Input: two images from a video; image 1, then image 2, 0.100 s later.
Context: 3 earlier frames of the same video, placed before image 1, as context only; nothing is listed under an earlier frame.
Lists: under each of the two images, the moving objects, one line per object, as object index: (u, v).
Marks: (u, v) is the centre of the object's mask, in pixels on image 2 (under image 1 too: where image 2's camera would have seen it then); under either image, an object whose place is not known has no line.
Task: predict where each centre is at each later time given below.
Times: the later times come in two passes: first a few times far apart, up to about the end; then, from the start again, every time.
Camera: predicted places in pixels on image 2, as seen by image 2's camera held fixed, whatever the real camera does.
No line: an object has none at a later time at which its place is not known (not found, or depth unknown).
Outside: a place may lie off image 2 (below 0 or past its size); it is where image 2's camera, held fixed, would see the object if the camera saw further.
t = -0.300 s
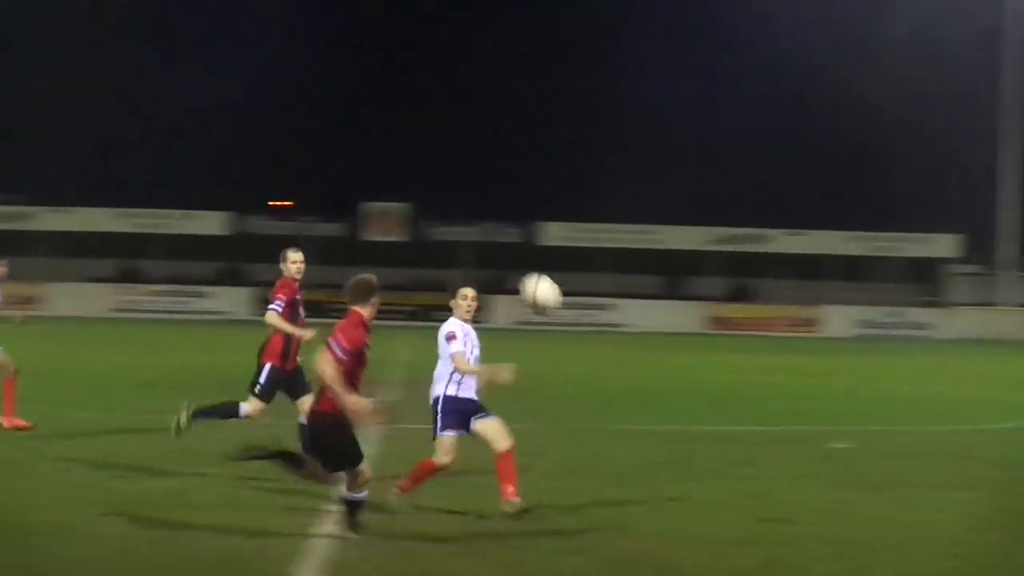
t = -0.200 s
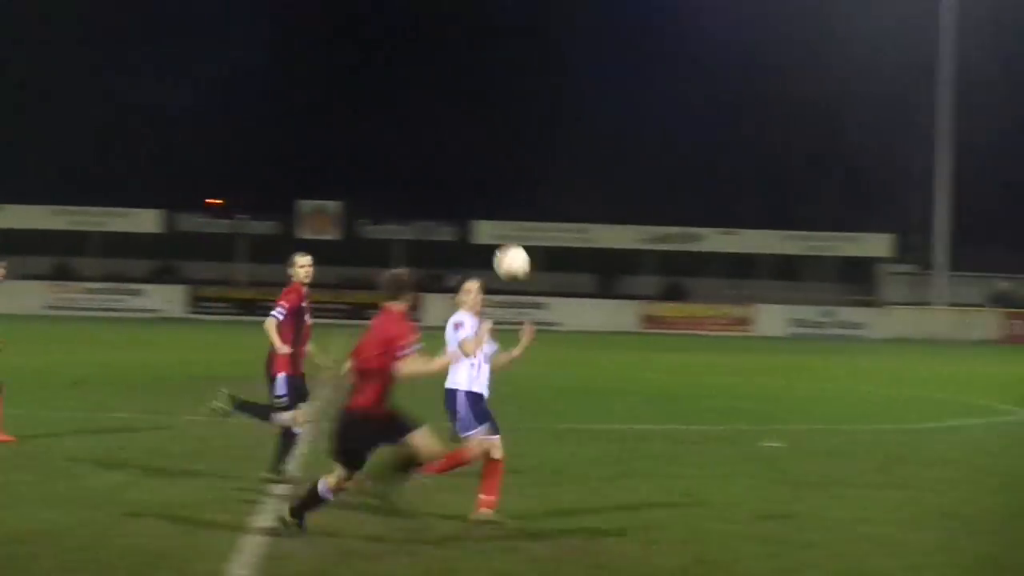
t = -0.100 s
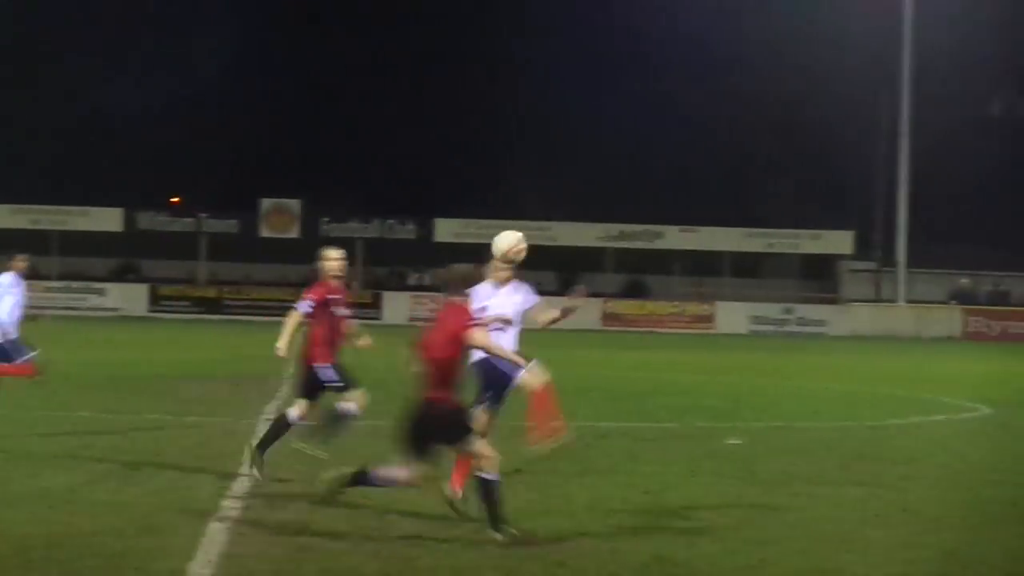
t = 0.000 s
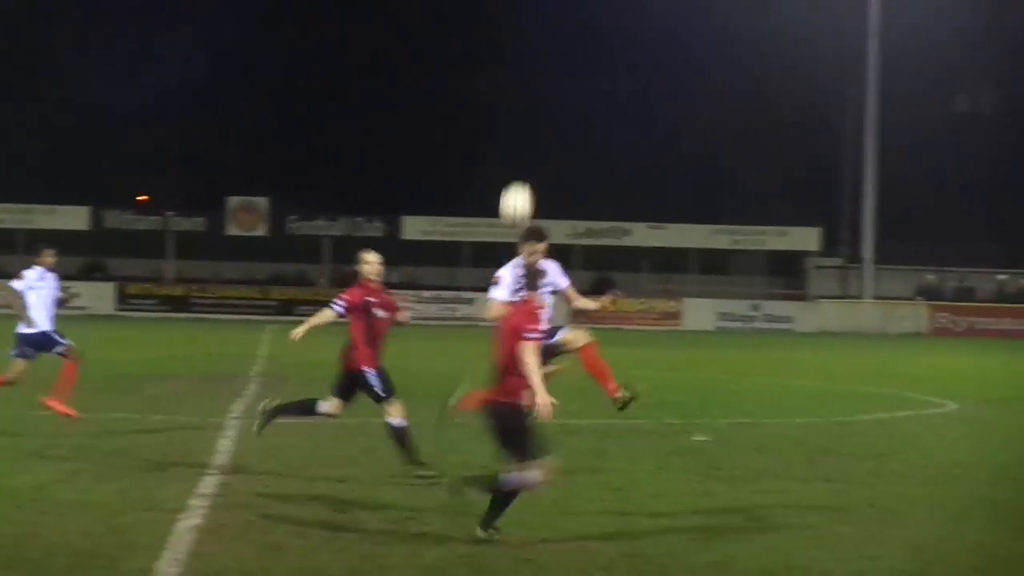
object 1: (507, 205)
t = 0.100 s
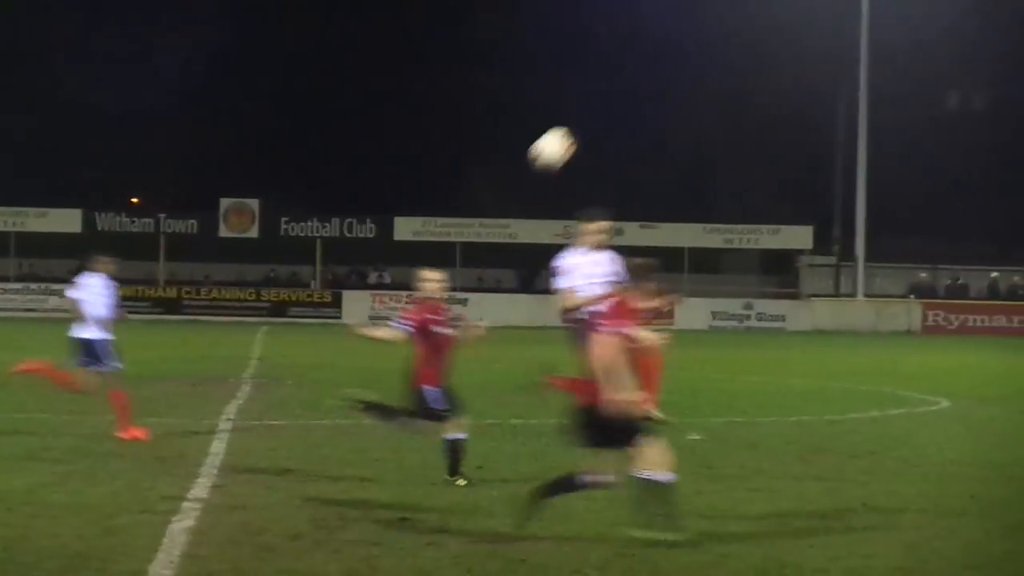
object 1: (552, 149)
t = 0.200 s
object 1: (598, 106)
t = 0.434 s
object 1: (709, 61)
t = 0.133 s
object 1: (568, 133)
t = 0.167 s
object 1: (583, 119)
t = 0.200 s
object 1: (598, 106)
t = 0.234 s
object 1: (614, 94)
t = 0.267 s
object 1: (629, 85)
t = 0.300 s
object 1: (645, 76)
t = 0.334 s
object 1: (661, 70)
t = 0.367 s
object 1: (677, 65)
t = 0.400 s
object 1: (694, 62)
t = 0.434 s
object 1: (709, 61)
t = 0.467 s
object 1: (726, 61)
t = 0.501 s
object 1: (743, 64)
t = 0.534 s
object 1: (758, 68)
